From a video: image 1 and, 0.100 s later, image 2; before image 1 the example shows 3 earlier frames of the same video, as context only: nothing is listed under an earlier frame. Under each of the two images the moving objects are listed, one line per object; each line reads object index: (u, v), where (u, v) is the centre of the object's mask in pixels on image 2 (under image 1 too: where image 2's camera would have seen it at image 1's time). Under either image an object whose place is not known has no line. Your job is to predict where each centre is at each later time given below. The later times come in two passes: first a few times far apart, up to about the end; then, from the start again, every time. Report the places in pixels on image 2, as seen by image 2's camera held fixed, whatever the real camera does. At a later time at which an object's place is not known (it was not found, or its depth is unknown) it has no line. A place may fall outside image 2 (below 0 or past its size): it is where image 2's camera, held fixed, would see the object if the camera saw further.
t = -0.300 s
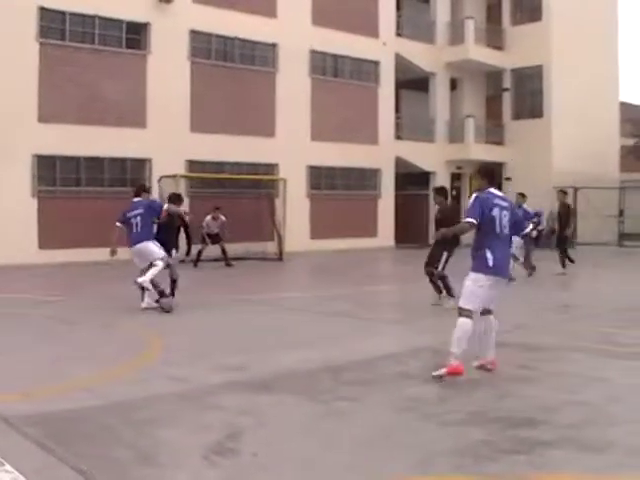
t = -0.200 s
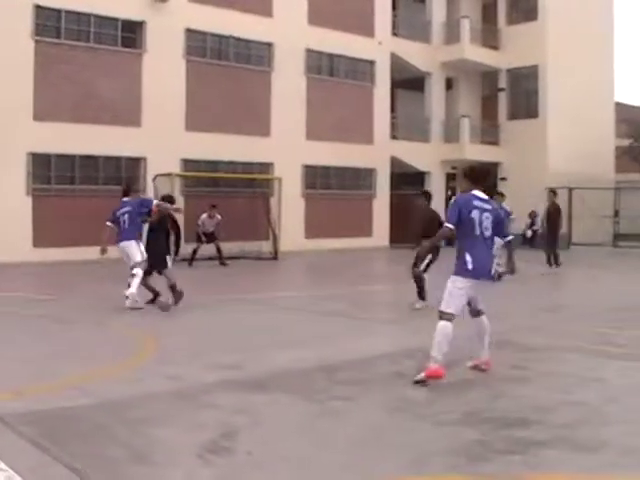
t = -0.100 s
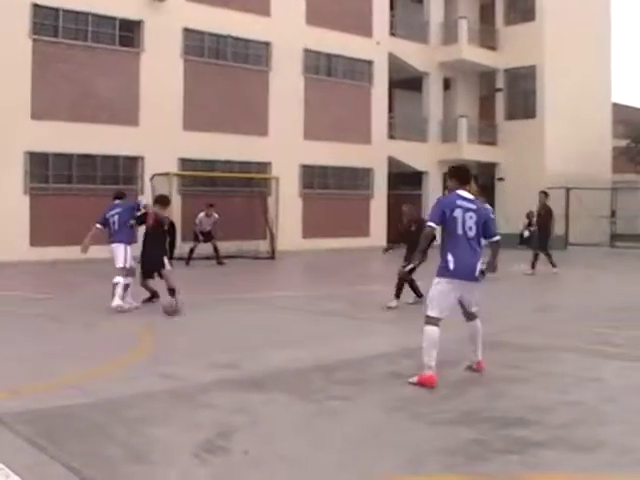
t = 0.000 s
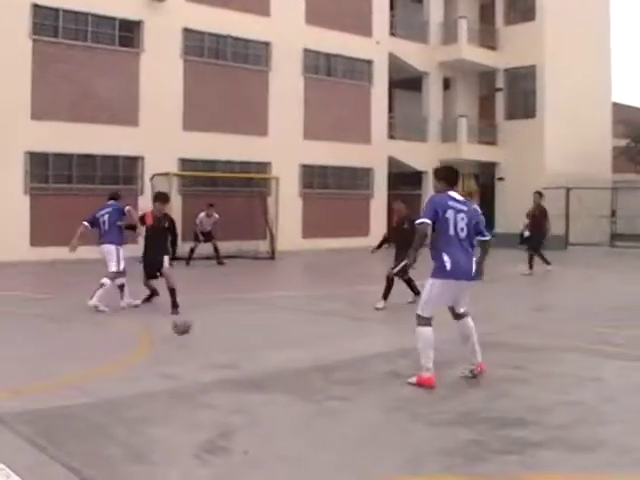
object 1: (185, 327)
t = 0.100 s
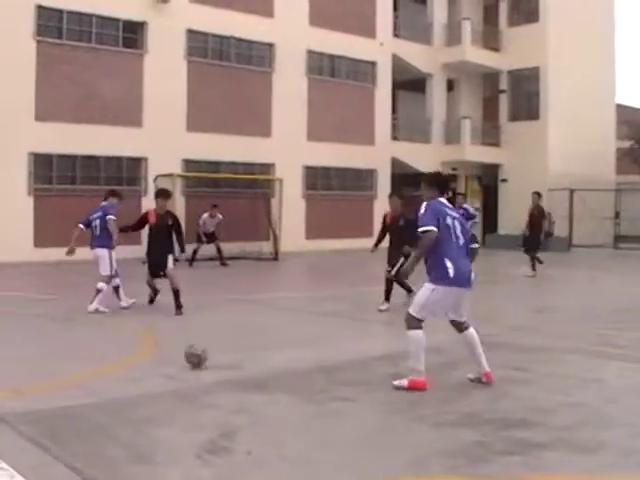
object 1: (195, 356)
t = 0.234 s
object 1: (206, 373)
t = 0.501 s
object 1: (230, 466)
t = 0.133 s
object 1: (197, 358)
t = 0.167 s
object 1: (201, 360)
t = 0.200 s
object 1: (203, 365)
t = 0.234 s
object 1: (206, 373)
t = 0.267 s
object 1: (210, 382)
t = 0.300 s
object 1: (213, 395)
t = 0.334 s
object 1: (218, 410)
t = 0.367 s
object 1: (219, 423)
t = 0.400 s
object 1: (222, 428)
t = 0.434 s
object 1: (225, 436)
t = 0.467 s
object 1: (228, 451)
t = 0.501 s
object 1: (230, 466)
